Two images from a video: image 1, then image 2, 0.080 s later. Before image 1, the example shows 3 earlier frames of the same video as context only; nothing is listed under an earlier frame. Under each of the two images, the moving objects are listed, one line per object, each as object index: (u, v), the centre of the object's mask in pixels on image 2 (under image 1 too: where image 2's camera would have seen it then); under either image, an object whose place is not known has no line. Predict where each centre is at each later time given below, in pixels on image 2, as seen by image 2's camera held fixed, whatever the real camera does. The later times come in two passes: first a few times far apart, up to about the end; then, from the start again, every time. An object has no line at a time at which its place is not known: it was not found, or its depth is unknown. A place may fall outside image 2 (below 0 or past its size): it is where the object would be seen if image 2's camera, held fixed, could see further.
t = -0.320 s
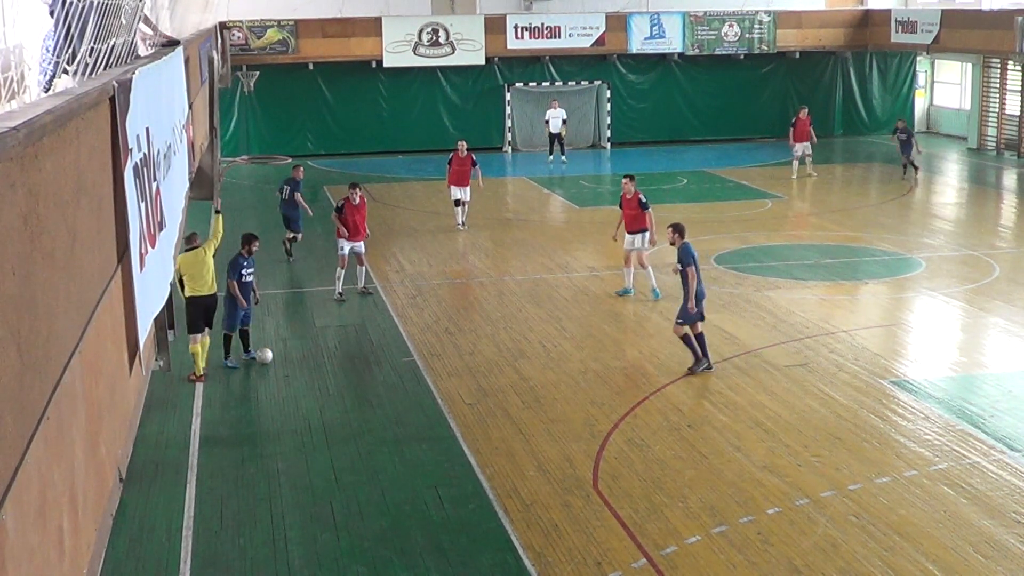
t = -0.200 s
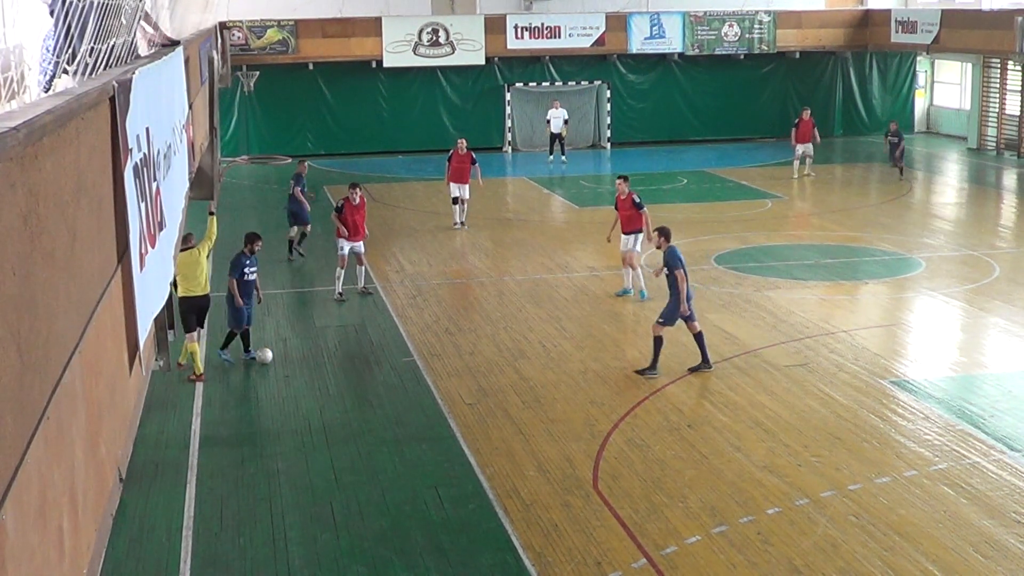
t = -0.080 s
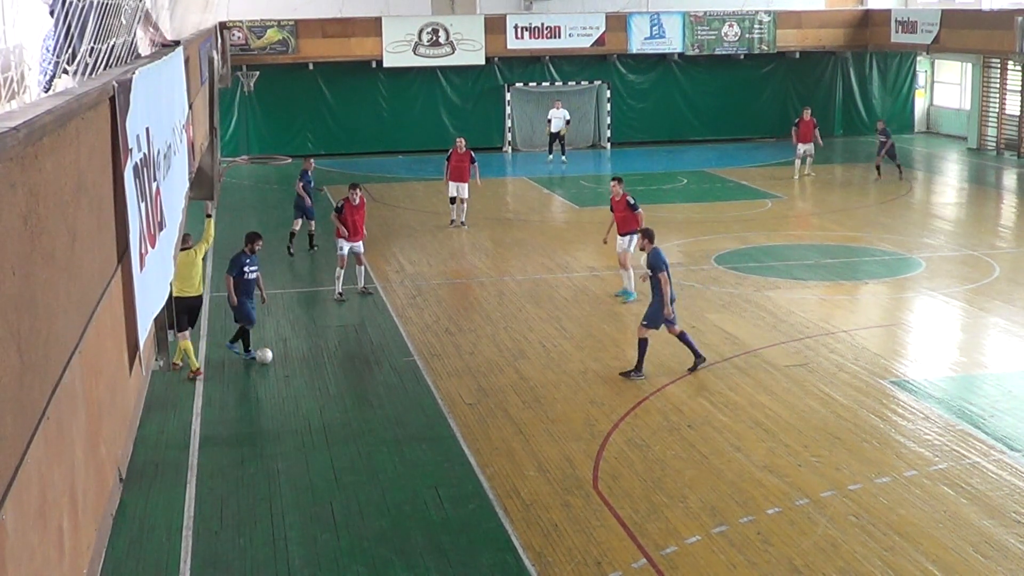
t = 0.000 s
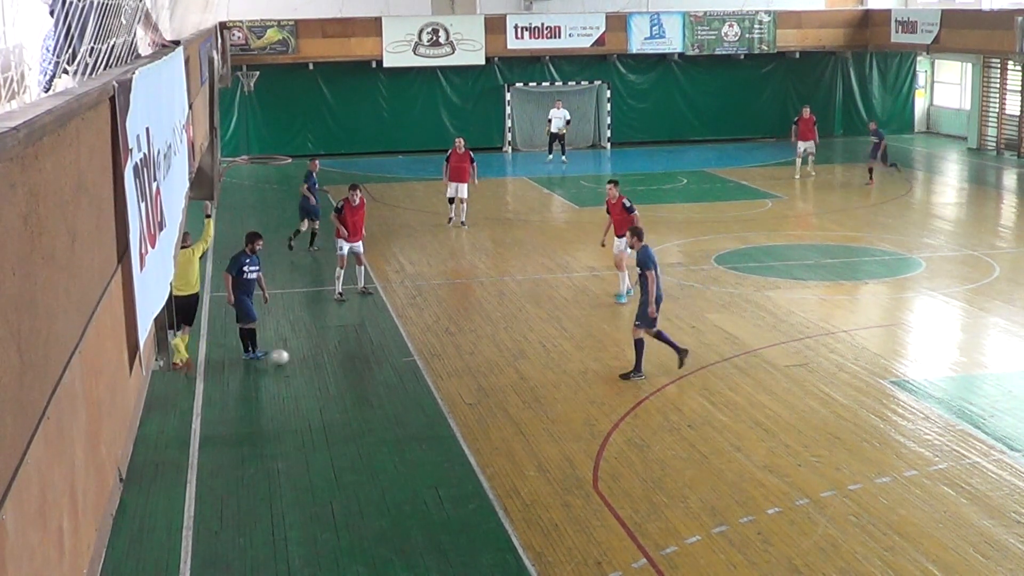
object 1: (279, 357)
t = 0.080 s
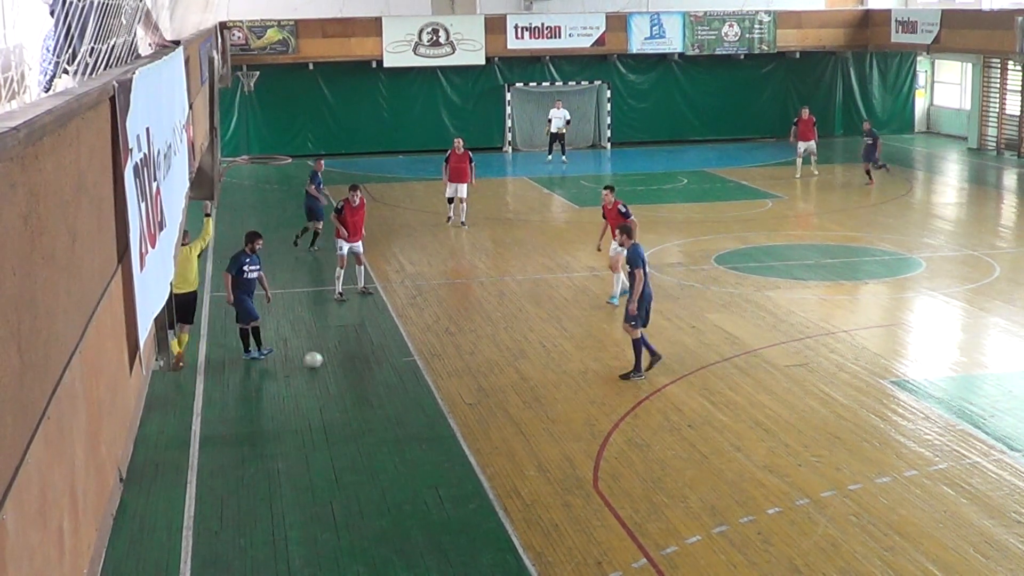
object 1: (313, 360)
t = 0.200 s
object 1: (359, 363)
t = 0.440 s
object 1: (438, 369)
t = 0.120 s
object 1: (329, 361)
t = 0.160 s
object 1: (344, 362)
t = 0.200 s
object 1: (359, 363)
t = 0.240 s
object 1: (373, 364)
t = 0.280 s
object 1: (387, 365)
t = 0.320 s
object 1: (401, 367)
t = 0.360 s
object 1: (413, 367)
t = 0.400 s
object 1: (425, 368)
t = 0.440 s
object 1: (438, 369)
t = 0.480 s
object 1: (451, 370)
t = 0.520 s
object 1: (463, 371)
